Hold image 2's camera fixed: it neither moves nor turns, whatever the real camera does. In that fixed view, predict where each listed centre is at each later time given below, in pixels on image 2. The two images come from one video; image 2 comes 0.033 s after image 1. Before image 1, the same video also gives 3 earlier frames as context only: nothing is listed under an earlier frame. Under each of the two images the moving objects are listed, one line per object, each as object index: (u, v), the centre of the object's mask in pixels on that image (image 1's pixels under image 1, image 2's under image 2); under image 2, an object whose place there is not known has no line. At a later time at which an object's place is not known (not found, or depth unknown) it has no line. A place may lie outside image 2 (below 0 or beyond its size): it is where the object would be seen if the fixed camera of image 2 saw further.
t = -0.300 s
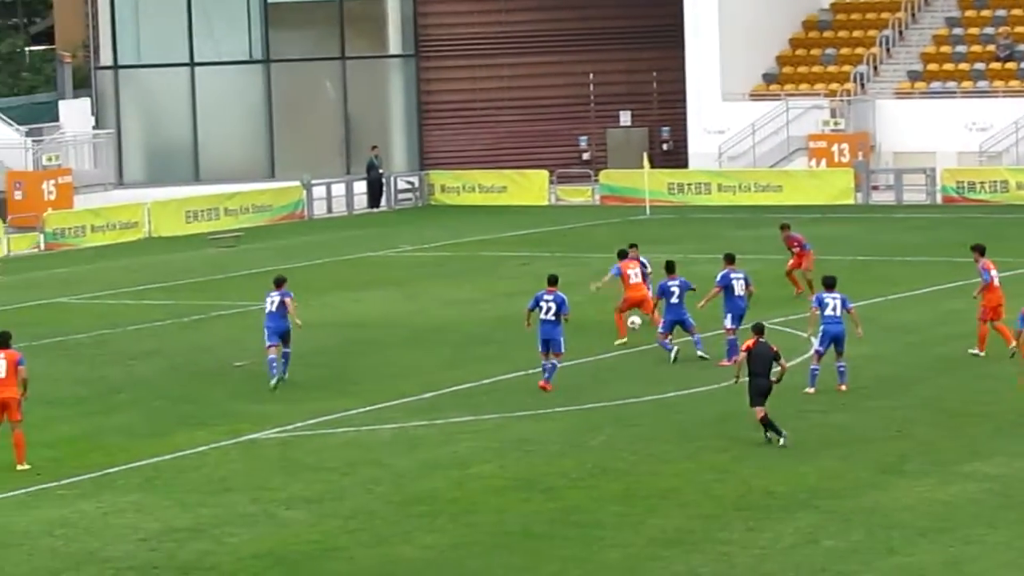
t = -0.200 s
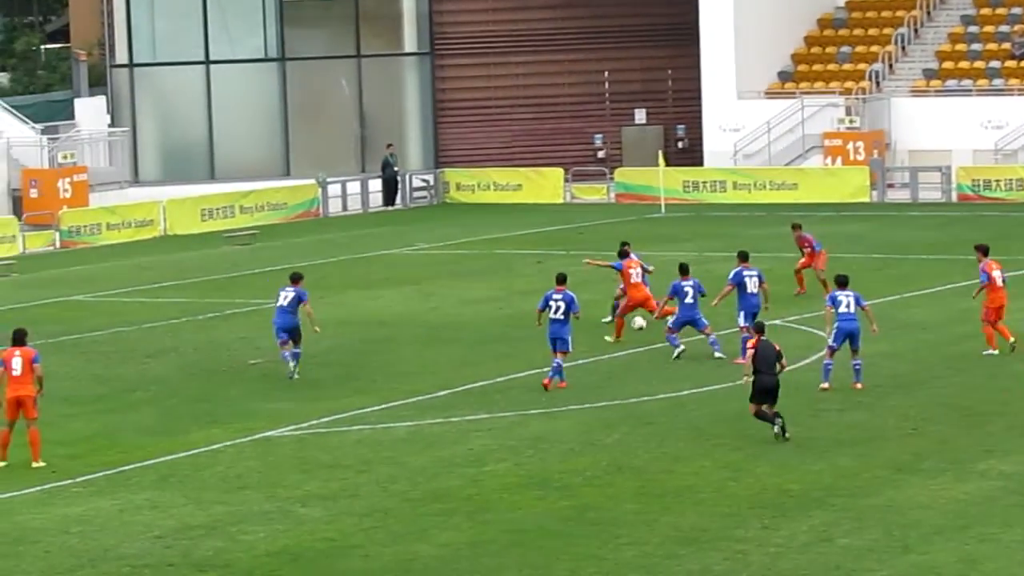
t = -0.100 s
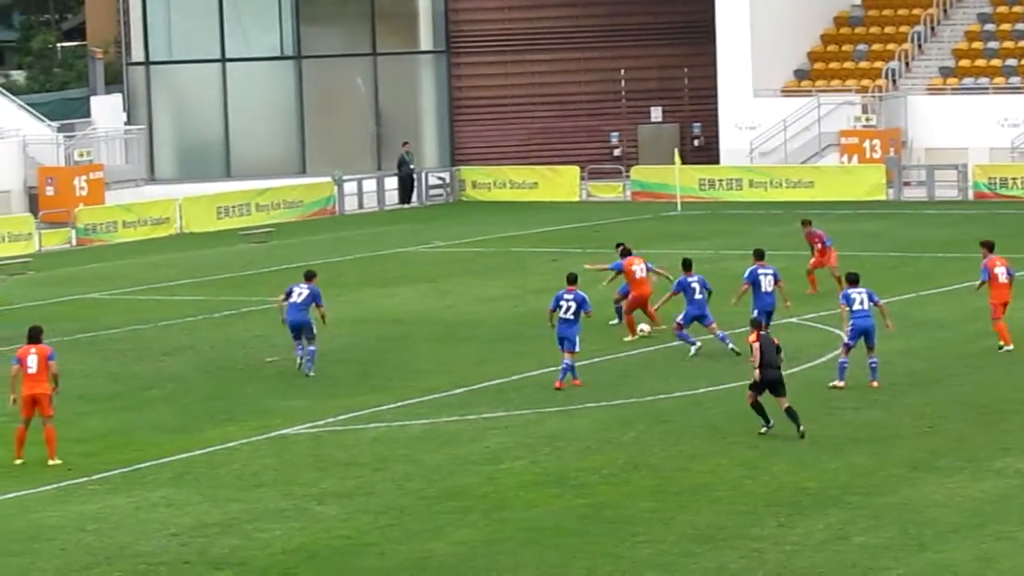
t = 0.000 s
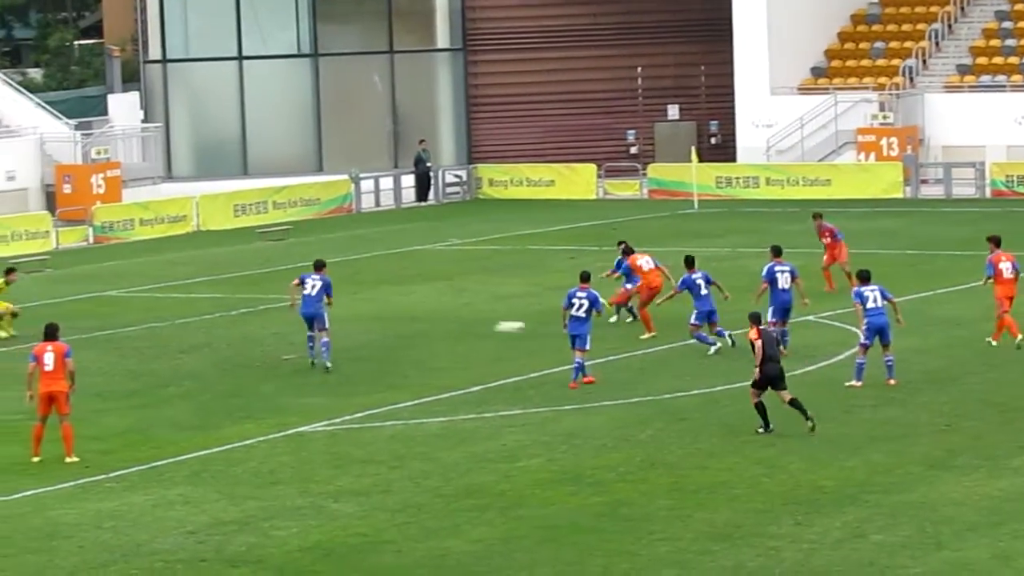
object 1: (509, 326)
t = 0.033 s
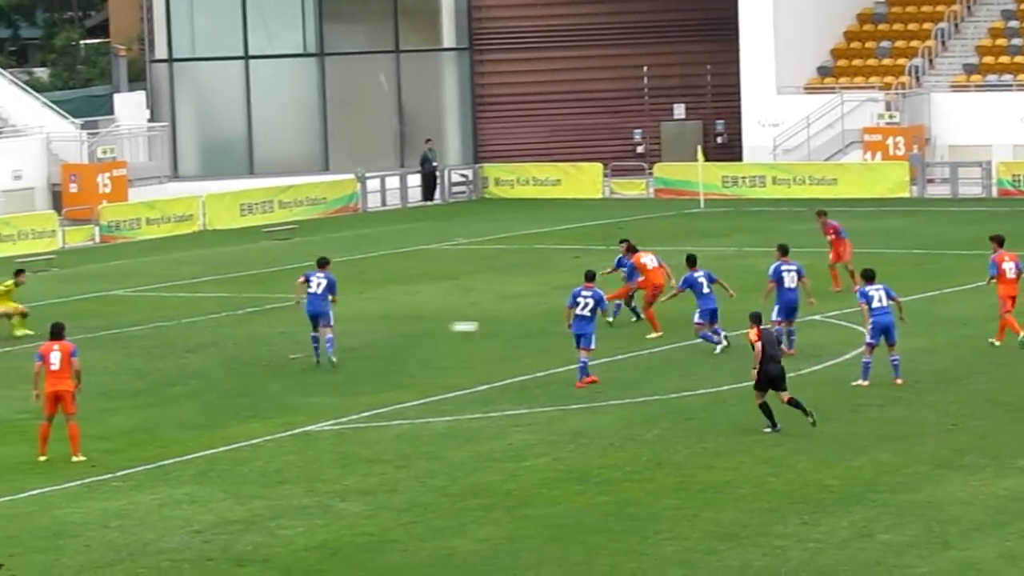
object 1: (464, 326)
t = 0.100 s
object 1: (364, 330)
